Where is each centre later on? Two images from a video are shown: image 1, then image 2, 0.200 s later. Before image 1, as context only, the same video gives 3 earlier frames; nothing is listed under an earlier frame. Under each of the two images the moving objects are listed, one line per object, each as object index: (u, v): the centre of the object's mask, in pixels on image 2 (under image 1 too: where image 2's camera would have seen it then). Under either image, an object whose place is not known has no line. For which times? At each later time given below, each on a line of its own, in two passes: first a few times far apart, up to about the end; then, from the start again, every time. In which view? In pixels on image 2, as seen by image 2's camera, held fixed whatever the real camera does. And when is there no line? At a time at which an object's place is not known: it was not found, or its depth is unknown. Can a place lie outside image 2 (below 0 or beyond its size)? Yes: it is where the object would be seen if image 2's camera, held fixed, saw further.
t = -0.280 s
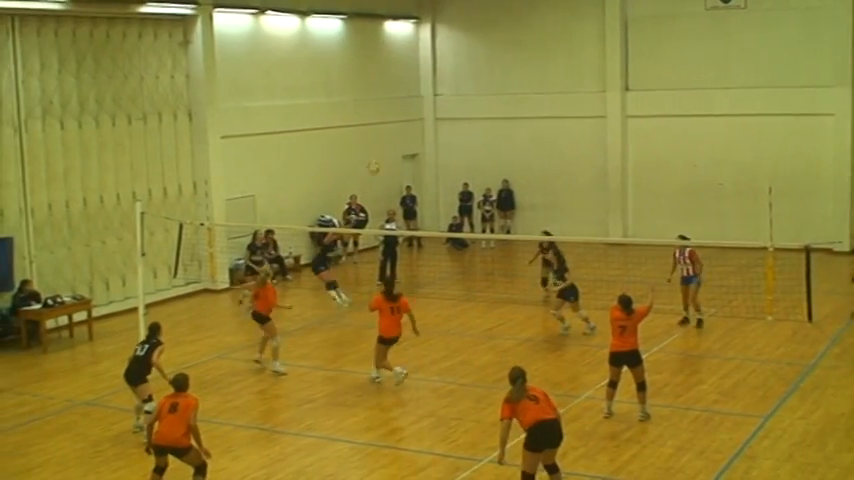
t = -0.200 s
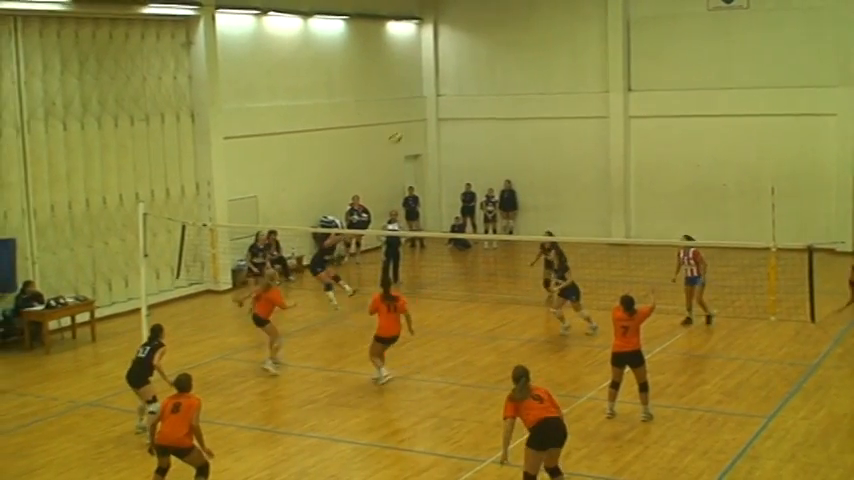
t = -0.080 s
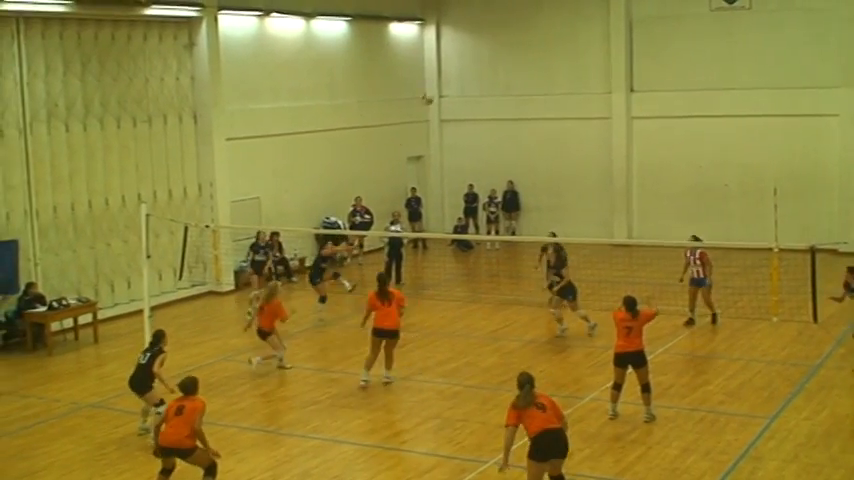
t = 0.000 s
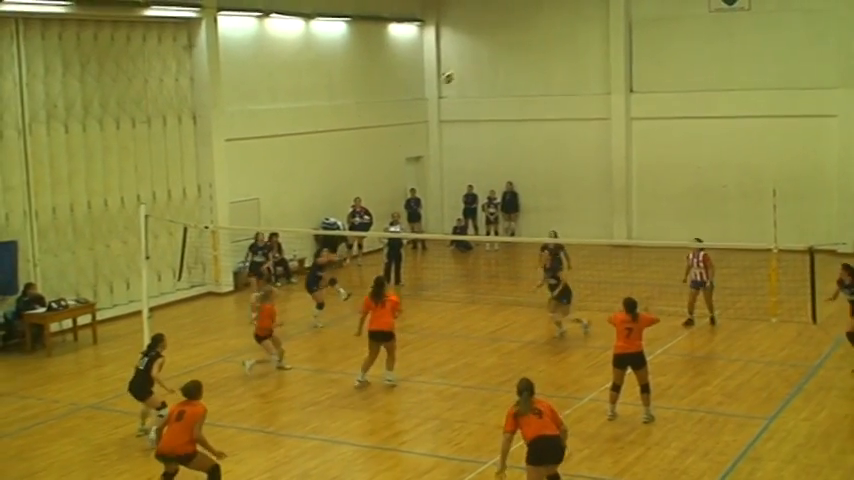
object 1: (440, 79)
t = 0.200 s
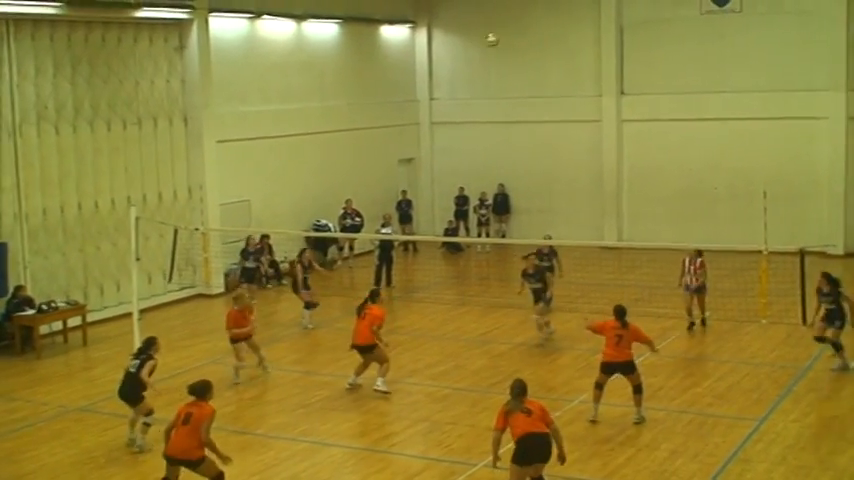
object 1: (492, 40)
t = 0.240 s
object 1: (503, 34)
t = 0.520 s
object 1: (582, 30)
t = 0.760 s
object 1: (651, 67)
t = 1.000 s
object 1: (724, 146)
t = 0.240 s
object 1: (503, 34)
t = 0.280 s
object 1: (514, 31)
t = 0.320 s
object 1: (524, 28)
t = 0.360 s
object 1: (537, 26)
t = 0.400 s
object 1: (547, 26)
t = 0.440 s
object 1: (559, 26)
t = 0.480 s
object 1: (570, 27)
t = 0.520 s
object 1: (582, 30)
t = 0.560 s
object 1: (593, 33)
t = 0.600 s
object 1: (605, 38)
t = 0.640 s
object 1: (616, 44)
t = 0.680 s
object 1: (628, 50)
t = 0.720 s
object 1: (641, 59)
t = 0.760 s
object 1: (651, 67)
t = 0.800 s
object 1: (664, 78)
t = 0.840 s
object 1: (676, 90)
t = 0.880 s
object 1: (688, 102)
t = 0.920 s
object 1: (701, 115)
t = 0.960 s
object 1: (712, 130)
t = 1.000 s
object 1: (724, 146)
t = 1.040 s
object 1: (737, 164)
